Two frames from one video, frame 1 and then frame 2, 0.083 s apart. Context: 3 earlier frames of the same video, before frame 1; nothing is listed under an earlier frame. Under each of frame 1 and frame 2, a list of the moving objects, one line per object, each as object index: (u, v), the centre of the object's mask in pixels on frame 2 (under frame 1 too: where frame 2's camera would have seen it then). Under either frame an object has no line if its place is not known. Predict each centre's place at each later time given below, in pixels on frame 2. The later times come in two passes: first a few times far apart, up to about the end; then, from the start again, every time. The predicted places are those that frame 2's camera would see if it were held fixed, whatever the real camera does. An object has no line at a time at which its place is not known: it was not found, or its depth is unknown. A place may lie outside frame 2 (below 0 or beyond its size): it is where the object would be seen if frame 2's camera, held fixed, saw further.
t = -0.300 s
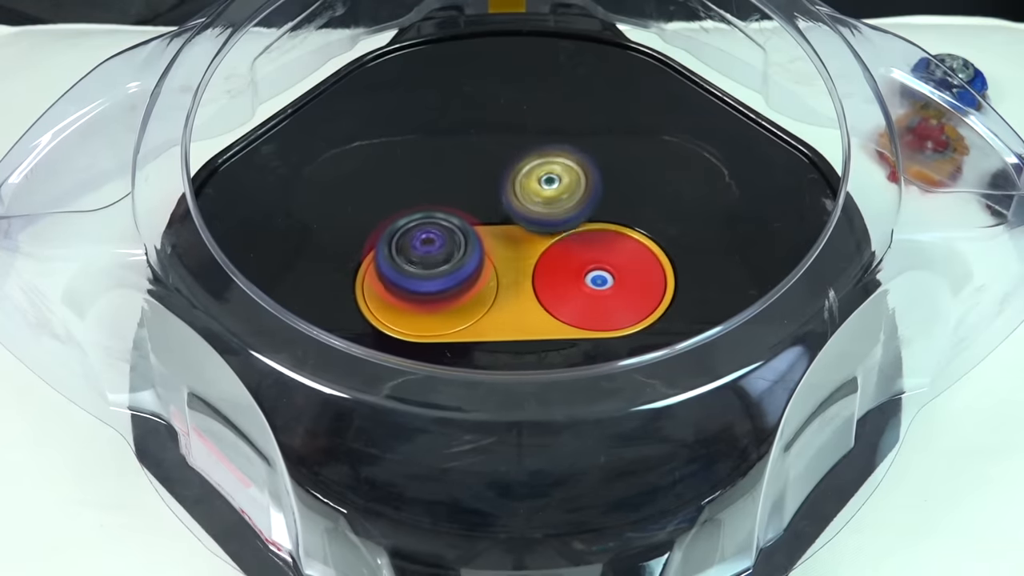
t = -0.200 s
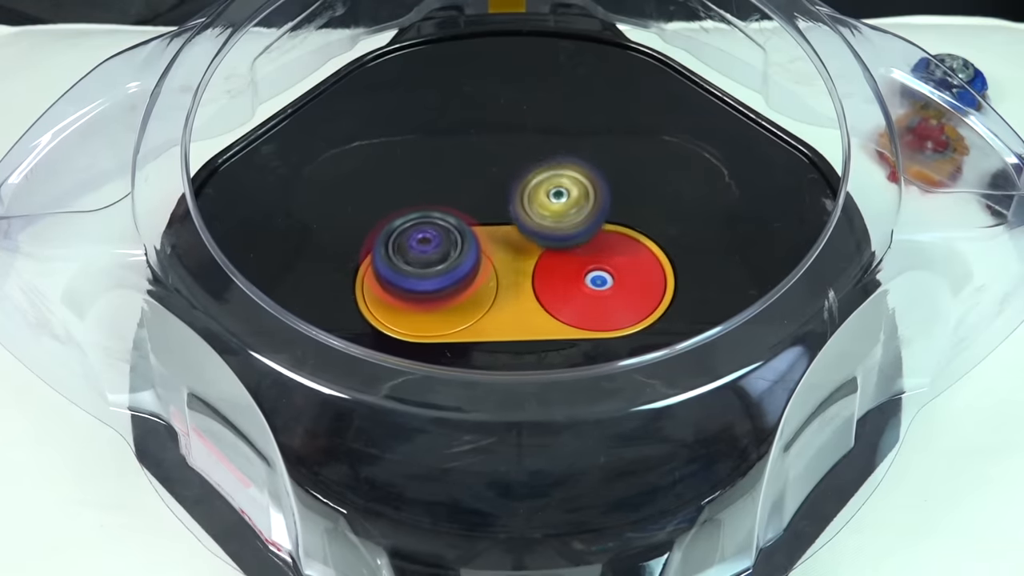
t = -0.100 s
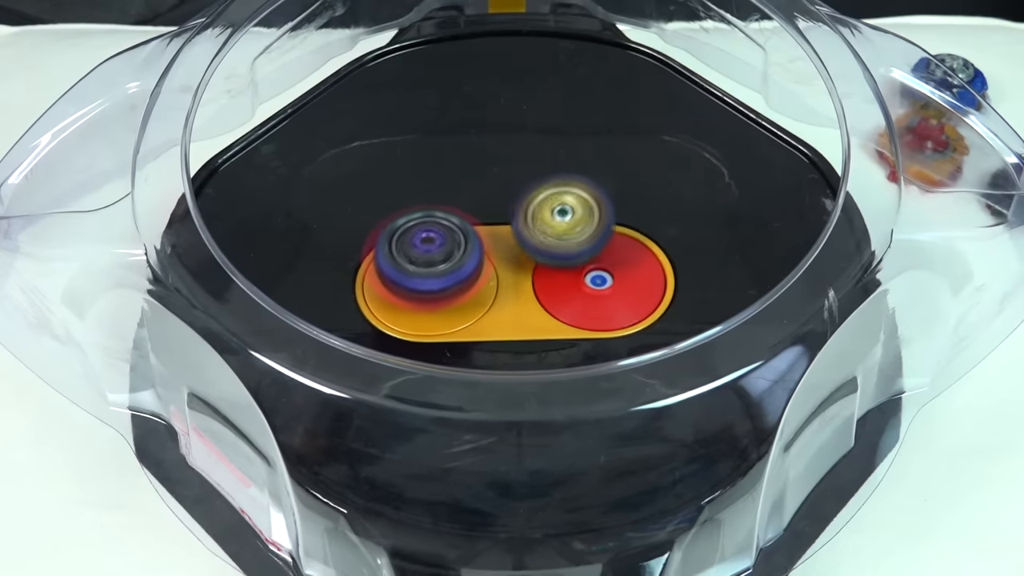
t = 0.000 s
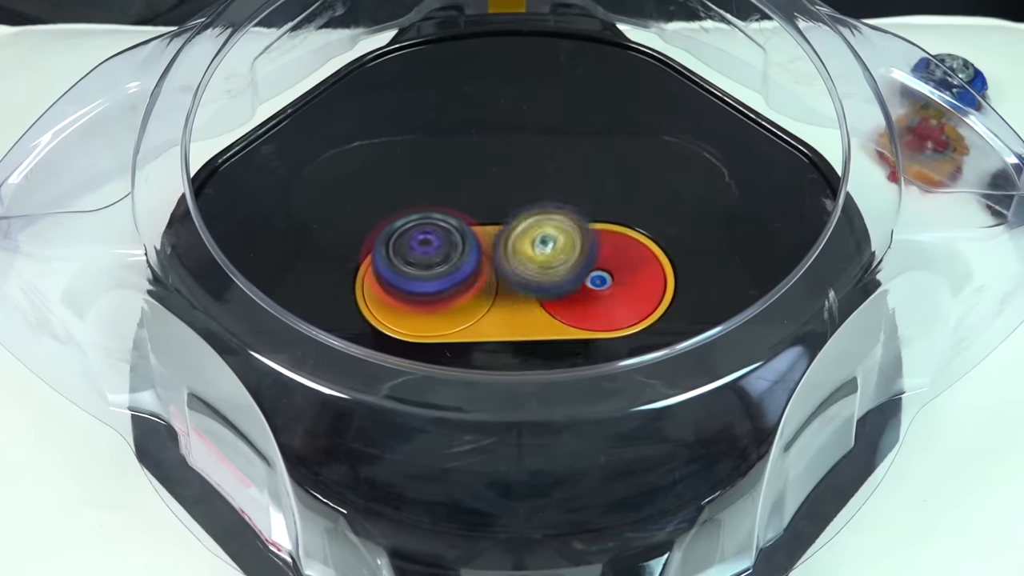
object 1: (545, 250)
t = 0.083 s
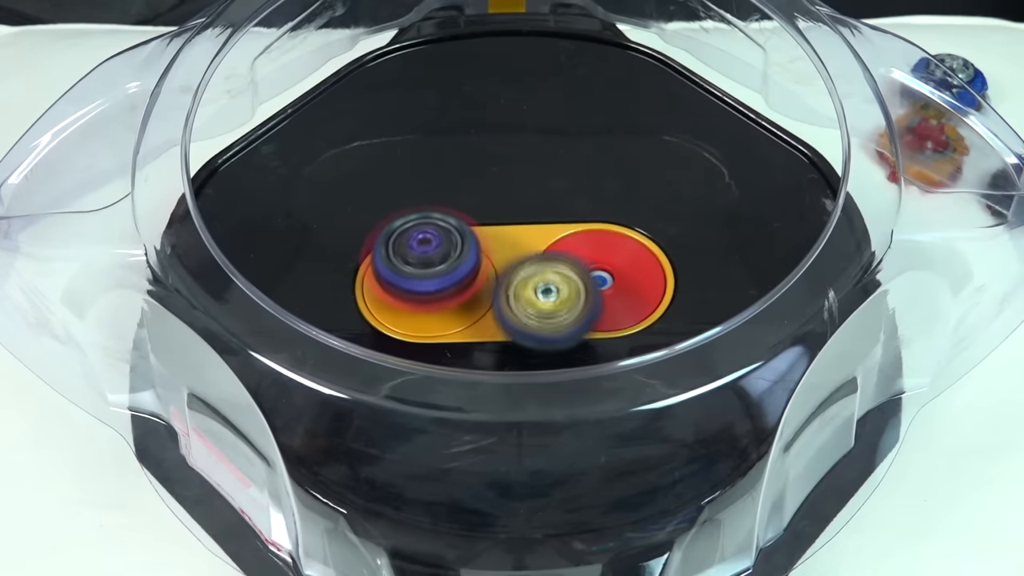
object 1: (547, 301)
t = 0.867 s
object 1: (521, 313)
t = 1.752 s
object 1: (589, 201)
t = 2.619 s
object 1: (572, 309)
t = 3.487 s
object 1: (518, 313)
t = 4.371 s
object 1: (617, 216)
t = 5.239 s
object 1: (565, 315)
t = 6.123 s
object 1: (527, 304)
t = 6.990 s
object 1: (607, 183)
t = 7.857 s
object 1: (557, 316)
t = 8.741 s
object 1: (627, 223)
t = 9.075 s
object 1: (539, 207)
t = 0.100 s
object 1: (547, 308)
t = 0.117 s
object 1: (546, 309)
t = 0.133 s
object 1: (545, 309)
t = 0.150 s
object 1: (543, 312)
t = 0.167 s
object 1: (539, 314)
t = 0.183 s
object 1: (536, 314)
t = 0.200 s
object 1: (531, 312)
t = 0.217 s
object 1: (526, 310)
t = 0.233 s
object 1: (521, 309)
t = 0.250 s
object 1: (515, 308)
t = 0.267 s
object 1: (510, 307)
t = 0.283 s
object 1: (509, 308)
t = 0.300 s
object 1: (509, 311)
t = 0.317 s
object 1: (509, 315)
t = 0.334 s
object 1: (510, 319)
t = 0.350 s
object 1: (510, 323)
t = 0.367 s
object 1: (509, 326)
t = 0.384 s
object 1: (509, 327)
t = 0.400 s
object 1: (509, 329)
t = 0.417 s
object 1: (508, 330)
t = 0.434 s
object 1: (507, 331)
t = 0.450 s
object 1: (507, 332)
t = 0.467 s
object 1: (506, 332)
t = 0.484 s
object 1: (505, 332)
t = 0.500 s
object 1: (504, 332)
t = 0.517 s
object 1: (504, 332)
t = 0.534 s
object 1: (503, 331)
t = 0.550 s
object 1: (503, 331)
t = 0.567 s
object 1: (503, 331)
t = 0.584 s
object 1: (503, 330)
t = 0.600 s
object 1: (503, 330)
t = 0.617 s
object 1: (503, 330)
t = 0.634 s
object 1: (503, 329)
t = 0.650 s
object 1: (504, 327)
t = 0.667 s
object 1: (504, 327)
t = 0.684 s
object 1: (504, 325)
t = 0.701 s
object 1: (505, 324)
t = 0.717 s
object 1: (506, 322)
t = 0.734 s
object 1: (506, 321)
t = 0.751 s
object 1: (507, 319)
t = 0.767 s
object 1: (508, 317)
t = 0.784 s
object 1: (509, 315)
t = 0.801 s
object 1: (511, 314)
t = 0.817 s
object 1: (513, 314)
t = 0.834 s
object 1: (516, 314)
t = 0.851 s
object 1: (519, 313)
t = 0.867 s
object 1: (521, 313)
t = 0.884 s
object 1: (524, 312)
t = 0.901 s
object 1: (526, 311)
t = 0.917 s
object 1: (529, 310)
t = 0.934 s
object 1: (531, 308)
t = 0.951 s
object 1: (533, 306)
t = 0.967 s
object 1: (536, 304)
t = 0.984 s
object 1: (537, 302)
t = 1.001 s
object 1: (538, 300)
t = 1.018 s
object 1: (539, 298)
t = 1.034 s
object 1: (540, 295)
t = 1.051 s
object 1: (542, 291)
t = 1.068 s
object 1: (544, 287)
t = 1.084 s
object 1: (545, 284)
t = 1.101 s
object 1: (547, 281)
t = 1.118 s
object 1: (549, 279)
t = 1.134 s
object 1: (551, 277)
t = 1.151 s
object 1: (554, 275)
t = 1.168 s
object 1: (559, 273)
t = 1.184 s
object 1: (562, 271)
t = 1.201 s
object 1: (567, 271)
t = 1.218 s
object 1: (574, 272)
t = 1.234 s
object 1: (580, 274)
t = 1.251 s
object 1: (588, 274)
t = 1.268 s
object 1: (600, 277)
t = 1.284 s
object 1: (611, 280)
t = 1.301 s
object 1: (623, 281)
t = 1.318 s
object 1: (638, 282)
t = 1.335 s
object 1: (651, 283)
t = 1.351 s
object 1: (662, 282)
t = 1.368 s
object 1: (669, 280)
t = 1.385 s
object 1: (671, 275)
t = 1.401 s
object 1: (675, 272)
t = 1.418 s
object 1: (676, 271)
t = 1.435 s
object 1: (677, 271)
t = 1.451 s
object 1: (677, 269)
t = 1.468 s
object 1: (677, 267)
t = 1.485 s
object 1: (676, 265)
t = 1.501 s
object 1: (674, 263)
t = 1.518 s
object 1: (671, 263)
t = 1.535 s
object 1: (666, 263)
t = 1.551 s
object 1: (663, 262)
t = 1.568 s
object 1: (658, 262)
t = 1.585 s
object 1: (651, 260)
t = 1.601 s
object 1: (646, 256)
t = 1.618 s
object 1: (641, 252)
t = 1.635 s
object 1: (636, 246)
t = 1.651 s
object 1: (632, 241)
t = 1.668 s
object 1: (627, 236)
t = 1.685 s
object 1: (621, 230)
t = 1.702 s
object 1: (615, 223)
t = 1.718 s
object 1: (607, 216)
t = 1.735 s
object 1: (598, 208)
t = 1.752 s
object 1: (589, 201)
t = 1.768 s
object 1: (580, 195)
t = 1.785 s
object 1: (574, 189)
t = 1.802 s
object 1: (568, 184)
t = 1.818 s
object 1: (563, 181)
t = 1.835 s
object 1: (558, 179)
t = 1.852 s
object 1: (556, 177)
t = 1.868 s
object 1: (554, 175)
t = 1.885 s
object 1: (553, 172)
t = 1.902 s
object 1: (551, 171)
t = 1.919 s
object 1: (550, 170)
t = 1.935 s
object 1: (550, 170)
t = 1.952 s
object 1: (550, 170)
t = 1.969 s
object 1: (550, 170)
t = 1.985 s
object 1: (550, 170)
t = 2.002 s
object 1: (550, 171)
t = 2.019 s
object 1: (550, 171)
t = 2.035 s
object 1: (550, 172)
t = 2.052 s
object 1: (550, 172)
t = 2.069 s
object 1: (550, 173)
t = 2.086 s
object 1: (551, 175)
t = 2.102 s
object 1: (550, 176)
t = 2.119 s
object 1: (550, 177)
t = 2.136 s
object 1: (550, 179)
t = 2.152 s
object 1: (549, 180)
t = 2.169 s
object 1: (549, 182)
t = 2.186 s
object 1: (549, 184)
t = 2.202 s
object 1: (548, 185)
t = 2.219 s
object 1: (548, 188)
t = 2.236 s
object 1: (547, 190)
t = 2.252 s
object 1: (546, 192)
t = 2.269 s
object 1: (545, 196)
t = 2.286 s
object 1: (544, 200)
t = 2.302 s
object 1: (544, 203)
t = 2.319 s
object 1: (543, 207)
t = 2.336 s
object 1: (542, 210)
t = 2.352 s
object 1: (541, 212)
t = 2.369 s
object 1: (540, 215)
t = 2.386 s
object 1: (538, 218)
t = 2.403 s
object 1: (538, 221)
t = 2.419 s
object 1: (538, 224)
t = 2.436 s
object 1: (540, 227)
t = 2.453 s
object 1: (544, 231)
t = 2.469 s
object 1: (547, 237)
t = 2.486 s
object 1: (549, 242)
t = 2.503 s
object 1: (552, 247)
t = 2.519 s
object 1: (554, 254)
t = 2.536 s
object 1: (556, 262)
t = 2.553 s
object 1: (559, 272)
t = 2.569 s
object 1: (562, 282)
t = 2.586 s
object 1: (565, 294)
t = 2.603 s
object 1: (569, 303)
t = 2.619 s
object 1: (572, 309)
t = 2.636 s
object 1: (573, 310)
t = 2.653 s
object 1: (574, 311)
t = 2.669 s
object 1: (573, 314)
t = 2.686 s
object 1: (572, 316)
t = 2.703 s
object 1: (570, 317)
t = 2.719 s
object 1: (567, 317)
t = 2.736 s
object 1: (566, 317)
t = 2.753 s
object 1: (562, 318)
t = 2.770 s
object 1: (558, 318)
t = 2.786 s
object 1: (556, 319)
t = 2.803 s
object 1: (552, 318)
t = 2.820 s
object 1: (549, 318)
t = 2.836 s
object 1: (546, 317)
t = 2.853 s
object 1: (542, 316)
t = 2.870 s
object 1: (539, 316)
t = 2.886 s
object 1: (536, 316)
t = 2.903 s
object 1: (532, 315)
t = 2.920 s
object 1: (530, 314)
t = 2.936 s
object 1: (528, 313)
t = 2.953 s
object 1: (525, 312)
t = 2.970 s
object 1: (523, 311)
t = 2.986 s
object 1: (520, 310)
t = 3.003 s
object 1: (517, 309)
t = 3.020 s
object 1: (515, 309)
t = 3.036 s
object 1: (512, 309)
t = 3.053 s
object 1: (511, 312)
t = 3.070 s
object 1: (511, 315)
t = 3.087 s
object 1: (510, 318)
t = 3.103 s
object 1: (510, 321)
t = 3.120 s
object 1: (508, 323)
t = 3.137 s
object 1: (507, 324)
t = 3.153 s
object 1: (507, 326)
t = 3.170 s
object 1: (506, 326)
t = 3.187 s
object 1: (505, 327)
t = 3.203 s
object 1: (505, 327)
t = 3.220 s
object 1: (504, 327)
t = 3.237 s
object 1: (504, 327)
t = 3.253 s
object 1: (504, 327)
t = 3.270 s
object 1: (504, 326)
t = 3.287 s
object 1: (505, 325)
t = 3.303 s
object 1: (505, 325)
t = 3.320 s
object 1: (505, 324)
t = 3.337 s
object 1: (506, 323)
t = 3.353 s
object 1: (506, 323)
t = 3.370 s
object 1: (507, 320)
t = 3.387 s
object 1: (508, 319)
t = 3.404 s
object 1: (509, 318)
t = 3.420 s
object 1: (510, 317)
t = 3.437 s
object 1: (512, 316)
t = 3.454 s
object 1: (514, 315)
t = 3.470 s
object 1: (516, 314)
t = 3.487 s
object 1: (518, 313)
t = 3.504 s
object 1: (519, 312)
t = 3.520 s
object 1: (522, 310)
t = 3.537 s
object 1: (524, 309)
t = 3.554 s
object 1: (526, 307)
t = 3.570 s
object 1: (529, 305)
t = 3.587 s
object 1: (531, 303)
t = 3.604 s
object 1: (532, 301)
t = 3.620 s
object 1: (533, 298)
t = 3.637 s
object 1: (534, 295)
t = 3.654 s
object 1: (537, 292)
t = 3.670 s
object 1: (539, 290)
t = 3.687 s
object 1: (541, 287)
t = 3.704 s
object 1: (544, 285)
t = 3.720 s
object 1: (547, 283)
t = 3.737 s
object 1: (550, 280)
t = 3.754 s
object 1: (553, 278)
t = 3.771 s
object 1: (557, 276)
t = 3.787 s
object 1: (561, 274)
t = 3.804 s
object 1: (567, 272)
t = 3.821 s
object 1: (572, 272)
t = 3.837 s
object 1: (578, 272)
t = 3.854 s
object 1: (586, 273)
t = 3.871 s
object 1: (596, 273)
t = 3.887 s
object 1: (607, 274)
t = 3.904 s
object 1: (619, 276)
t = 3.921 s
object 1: (633, 277)
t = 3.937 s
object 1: (646, 278)
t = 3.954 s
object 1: (661, 277)
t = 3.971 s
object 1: (669, 275)
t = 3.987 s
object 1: (674, 271)
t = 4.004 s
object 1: (677, 267)
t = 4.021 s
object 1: (678, 265)
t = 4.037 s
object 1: (680, 264)
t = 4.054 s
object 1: (681, 264)
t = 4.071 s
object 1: (682, 262)
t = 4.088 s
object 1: (682, 260)
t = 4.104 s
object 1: (680, 258)
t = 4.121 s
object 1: (679, 256)
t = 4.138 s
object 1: (677, 255)
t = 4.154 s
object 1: (675, 254)
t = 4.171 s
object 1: (672, 253)
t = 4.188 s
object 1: (669, 253)
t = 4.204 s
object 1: (665, 252)
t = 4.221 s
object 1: (663, 252)
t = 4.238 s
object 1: (657, 251)
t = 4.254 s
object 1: (653, 250)
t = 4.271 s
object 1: (649, 247)
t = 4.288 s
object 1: (644, 243)
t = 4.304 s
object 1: (640, 238)
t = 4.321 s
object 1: (635, 234)
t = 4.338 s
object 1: (629, 227)
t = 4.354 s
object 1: (624, 222)
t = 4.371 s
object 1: (617, 216)
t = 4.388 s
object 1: (609, 209)
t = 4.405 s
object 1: (601, 203)
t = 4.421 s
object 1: (592, 200)
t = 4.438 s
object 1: (585, 198)
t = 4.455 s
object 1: (579, 199)
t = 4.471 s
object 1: (572, 200)
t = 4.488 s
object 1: (567, 201)
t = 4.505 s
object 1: (563, 202)
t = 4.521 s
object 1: (560, 201)
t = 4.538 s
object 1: (558, 202)
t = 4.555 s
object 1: (555, 203)
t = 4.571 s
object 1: (553, 202)
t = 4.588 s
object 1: (552, 203)
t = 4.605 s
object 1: (550, 203)
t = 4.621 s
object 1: (549, 203)
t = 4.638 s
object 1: (547, 204)
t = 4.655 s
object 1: (546, 204)
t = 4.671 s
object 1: (544, 204)
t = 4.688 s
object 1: (542, 204)
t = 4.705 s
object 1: (542, 204)
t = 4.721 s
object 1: (540, 205)
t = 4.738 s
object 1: (538, 205)
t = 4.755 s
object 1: (537, 206)
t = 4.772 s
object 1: (535, 206)
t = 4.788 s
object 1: (534, 207)
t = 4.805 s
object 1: (532, 208)
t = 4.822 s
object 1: (532, 208)
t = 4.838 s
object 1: (532, 209)
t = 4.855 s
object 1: (532, 210)
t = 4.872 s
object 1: (534, 211)
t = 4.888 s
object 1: (536, 213)
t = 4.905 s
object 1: (538, 215)
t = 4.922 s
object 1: (540, 217)
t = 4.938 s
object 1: (541, 219)
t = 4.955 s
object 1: (542, 220)
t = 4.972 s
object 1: (545, 222)
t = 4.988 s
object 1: (545, 225)
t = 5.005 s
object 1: (546, 227)
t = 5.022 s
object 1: (547, 231)
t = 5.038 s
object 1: (546, 235)
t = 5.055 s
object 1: (545, 239)
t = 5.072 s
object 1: (546, 246)
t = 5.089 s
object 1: (546, 253)
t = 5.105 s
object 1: (548, 262)
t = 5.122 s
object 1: (550, 273)
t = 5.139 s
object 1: (552, 282)
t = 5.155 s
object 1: (557, 294)
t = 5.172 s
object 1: (560, 303)
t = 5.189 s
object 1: (563, 309)
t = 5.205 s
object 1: (565, 311)
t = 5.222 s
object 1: (565, 313)
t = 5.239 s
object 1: (565, 315)
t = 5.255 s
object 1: (564, 317)
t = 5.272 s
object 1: (561, 318)
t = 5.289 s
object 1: (559, 318)
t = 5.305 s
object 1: (556, 318)
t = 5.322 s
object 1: (553, 317)
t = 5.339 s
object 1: (550, 317)
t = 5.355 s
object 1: (547, 317)
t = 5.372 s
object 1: (544, 316)
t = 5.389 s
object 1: (541, 316)
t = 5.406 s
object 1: (537, 314)
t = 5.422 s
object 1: (535, 313)
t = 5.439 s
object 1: (531, 311)
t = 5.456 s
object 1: (527, 309)
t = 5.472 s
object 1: (523, 307)
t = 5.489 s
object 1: (518, 305)
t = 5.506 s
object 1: (515, 305)
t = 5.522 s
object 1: (517, 308)
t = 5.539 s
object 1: (518, 311)
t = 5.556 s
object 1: (517, 315)
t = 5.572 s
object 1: (518, 318)
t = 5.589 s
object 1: (517, 320)
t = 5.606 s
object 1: (517, 321)
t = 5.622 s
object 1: (516, 322)
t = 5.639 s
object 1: (515, 322)
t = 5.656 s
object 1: (515, 322)
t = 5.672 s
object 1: (514, 323)
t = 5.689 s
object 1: (513, 323)
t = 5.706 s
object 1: (512, 323)
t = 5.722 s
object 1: (512, 322)
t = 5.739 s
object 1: (511, 322)
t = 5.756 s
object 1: (511, 321)
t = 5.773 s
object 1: (510, 320)
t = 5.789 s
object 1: (509, 319)
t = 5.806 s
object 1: (510, 318)
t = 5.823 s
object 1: (510, 318)
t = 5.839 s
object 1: (509, 317)
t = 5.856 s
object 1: (510, 317)
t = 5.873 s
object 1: (511, 317)
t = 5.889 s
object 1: (511, 317)
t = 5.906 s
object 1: (512, 317)
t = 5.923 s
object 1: (513, 316)
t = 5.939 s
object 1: (514, 315)
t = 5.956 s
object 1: (515, 315)
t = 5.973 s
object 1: (515, 314)
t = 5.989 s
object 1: (517, 313)
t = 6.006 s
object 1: (518, 313)
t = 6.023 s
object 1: (519, 312)
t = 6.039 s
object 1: (521, 311)
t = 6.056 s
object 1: (522, 310)
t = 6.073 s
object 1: (523, 308)
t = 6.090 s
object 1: (525, 307)
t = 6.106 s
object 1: (526, 306)
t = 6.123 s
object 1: (527, 304)
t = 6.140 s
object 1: (528, 303)
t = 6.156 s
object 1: (528, 301)
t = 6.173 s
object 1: (529, 299)
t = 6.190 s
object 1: (531, 297)
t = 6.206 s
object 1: (532, 295)
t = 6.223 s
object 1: (535, 294)
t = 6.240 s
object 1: (538, 294)
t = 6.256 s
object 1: (540, 293)
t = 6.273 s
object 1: (543, 292)
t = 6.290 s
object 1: (546, 291)
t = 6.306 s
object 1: (548, 289)
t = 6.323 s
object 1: (551, 287)
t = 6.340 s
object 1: (553, 286)
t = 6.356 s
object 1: (556, 284)
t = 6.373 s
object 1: (559, 282)
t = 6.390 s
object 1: (563, 281)
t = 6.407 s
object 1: (566, 280)
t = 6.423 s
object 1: (572, 279)
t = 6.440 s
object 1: (579, 278)
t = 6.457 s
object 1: (584, 279)
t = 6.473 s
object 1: (593, 281)
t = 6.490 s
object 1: (602, 282)
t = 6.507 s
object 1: (614, 283)
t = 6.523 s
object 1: (626, 283)
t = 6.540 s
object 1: (639, 283)
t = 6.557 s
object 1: (652, 283)
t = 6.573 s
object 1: (661, 281)
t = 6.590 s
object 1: (667, 278)
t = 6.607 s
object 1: (671, 274)
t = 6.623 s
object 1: (672, 271)
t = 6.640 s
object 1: (672, 270)
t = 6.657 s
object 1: (671, 269)
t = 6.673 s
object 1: (668, 269)
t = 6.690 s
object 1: (665, 268)
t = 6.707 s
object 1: (663, 266)
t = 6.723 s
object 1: (659, 265)
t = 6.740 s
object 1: (655, 264)
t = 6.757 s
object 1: (652, 263)
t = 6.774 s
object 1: (649, 260)
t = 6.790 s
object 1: (646, 255)
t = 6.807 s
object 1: (644, 248)
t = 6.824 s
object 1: (642, 243)
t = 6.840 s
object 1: (639, 237)
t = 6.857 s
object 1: (637, 232)
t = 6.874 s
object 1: (634, 225)
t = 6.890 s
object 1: (631, 217)
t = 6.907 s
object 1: (627, 209)
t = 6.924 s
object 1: (621, 201)
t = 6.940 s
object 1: (617, 195)
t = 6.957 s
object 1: (613, 190)
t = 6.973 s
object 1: (610, 185)
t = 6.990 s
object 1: (607, 183)
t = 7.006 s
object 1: (605, 182)
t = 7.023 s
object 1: (605, 180)
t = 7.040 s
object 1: (605, 179)
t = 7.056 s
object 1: (605, 178)
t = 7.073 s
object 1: (606, 178)
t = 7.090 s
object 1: (607, 178)
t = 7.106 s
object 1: (609, 179)
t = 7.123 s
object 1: (610, 180)
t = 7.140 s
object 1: (611, 181)
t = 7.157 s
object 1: (612, 183)
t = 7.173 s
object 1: (614, 185)
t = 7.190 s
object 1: (615, 187)
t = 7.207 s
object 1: (616, 189)
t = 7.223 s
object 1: (616, 192)
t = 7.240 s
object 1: (617, 194)
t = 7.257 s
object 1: (617, 197)
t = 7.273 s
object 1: (617, 201)
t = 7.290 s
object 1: (616, 204)
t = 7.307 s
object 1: (617, 209)
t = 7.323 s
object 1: (616, 214)
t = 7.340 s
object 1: (615, 217)
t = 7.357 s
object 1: (613, 220)
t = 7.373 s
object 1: (609, 222)
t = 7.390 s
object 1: (606, 224)
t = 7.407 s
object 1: (601, 225)
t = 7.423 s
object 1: (594, 228)
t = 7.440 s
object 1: (588, 230)
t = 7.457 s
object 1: (579, 233)
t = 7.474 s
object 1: (569, 236)
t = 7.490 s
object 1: (558, 241)
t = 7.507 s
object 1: (545, 247)
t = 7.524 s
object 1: (538, 252)
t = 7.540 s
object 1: (538, 262)
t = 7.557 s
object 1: (542, 275)
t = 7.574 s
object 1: (548, 289)
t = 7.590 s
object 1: (552, 301)
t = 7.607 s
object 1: (558, 308)
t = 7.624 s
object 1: (563, 312)
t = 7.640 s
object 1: (565, 314)
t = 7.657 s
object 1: (567, 318)
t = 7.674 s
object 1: (569, 322)
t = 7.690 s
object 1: (569, 323)
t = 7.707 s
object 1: (569, 324)
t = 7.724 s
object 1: (569, 324)
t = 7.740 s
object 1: (568, 324)
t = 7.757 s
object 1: (567, 324)
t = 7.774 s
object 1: (565, 324)
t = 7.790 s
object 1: (563, 323)
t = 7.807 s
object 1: (562, 322)
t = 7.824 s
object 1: (560, 320)
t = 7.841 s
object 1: (558, 318)
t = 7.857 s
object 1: (557, 316)
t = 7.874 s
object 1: (555, 314)
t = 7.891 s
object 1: (554, 311)
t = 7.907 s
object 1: (553, 308)
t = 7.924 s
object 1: (551, 305)
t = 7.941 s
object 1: (549, 302)
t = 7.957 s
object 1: (546, 300)
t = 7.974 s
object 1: (544, 296)
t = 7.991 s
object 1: (543, 293)
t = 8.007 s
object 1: (542, 289)
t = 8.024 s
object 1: (541, 284)
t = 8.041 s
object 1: (541, 281)
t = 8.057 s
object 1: (541, 279)
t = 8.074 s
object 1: (543, 277)
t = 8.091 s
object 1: (546, 276)
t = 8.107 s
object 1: (547, 276)
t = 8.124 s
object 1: (550, 276)
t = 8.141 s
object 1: (554, 277)
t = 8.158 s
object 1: (558, 278)
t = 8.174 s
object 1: (562, 279)
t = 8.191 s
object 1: (567, 282)
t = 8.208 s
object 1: (572, 286)
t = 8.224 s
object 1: (580, 290)
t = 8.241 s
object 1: (588, 294)
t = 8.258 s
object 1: (596, 298)
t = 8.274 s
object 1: (605, 300)
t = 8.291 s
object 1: (612, 300)
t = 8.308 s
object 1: (618, 298)
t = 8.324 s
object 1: (623, 296)
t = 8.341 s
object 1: (626, 295)
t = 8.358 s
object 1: (628, 293)
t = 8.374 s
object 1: (631, 291)
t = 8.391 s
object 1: (635, 286)
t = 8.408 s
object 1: (641, 281)
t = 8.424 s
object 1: (646, 275)
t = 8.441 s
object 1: (653, 269)
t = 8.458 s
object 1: (659, 263)
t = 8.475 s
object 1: (665, 258)
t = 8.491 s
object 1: (669, 251)
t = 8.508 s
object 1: (672, 244)
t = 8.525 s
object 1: (672, 238)
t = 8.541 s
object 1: (672, 233)
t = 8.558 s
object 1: (670, 230)
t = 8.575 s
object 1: (668, 229)
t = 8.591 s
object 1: (666, 229)
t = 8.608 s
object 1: (663, 228)
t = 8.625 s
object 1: (661, 228)
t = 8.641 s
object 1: (657, 229)
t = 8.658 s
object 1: (653, 230)
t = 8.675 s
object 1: (649, 231)
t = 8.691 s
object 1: (644, 231)
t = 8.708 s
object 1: (639, 229)
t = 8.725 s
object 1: (634, 227)
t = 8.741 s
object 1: (627, 223)
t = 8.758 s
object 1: (620, 219)
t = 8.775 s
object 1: (613, 216)
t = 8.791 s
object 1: (602, 212)
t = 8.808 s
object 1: (593, 208)
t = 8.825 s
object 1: (580, 205)
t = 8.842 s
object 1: (568, 201)
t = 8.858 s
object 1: (560, 198)
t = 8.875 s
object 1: (551, 194)
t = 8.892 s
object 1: (544, 194)
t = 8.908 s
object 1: (537, 196)
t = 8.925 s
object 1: (531, 197)
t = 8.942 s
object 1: (527, 199)
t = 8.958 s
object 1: (523, 200)
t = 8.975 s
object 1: (522, 201)
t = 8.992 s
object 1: (523, 202)
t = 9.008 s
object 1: (526, 203)
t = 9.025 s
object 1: (531, 204)
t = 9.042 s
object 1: (533, 205)
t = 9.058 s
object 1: (535, 206)
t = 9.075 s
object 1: (539, 207)
